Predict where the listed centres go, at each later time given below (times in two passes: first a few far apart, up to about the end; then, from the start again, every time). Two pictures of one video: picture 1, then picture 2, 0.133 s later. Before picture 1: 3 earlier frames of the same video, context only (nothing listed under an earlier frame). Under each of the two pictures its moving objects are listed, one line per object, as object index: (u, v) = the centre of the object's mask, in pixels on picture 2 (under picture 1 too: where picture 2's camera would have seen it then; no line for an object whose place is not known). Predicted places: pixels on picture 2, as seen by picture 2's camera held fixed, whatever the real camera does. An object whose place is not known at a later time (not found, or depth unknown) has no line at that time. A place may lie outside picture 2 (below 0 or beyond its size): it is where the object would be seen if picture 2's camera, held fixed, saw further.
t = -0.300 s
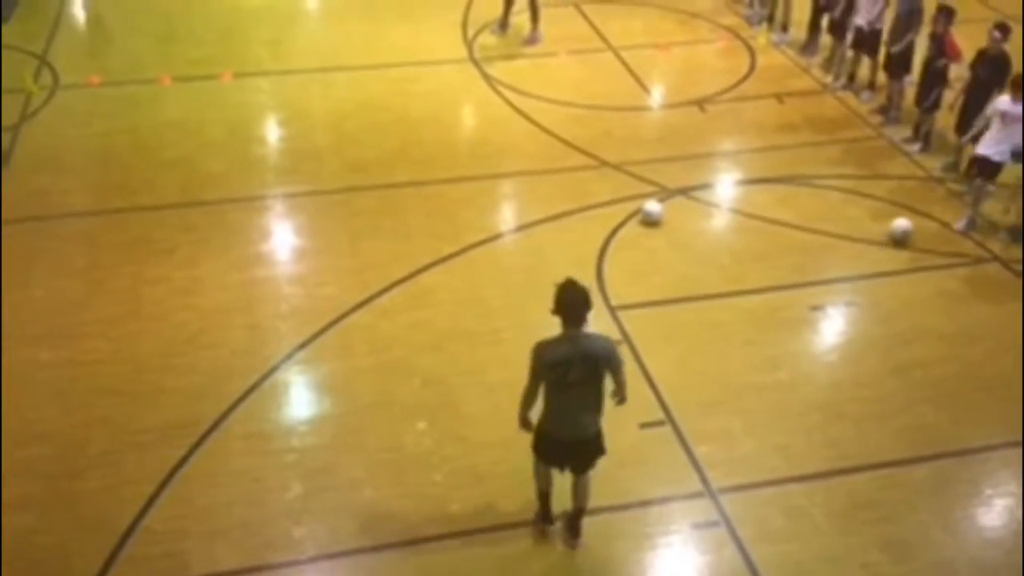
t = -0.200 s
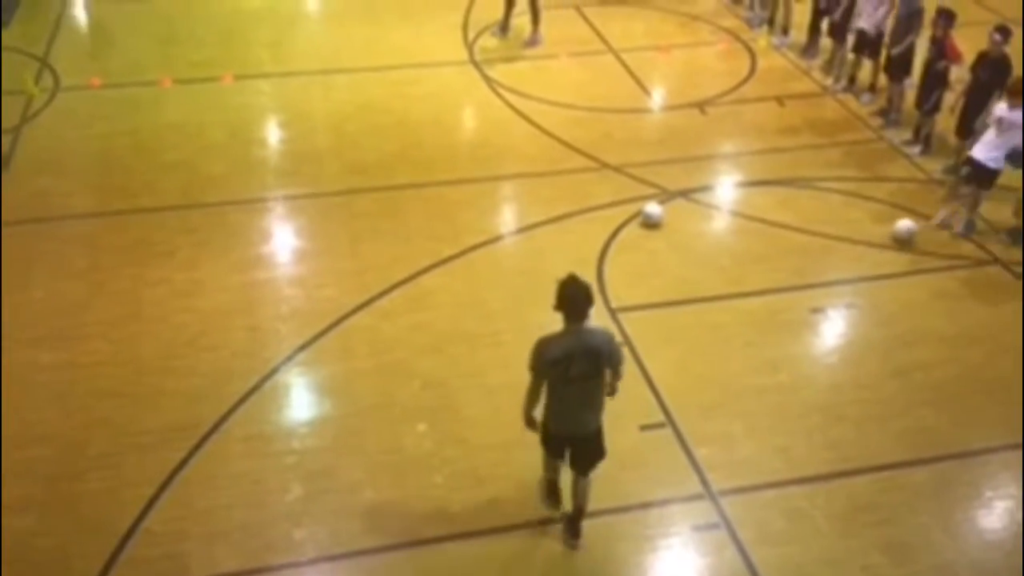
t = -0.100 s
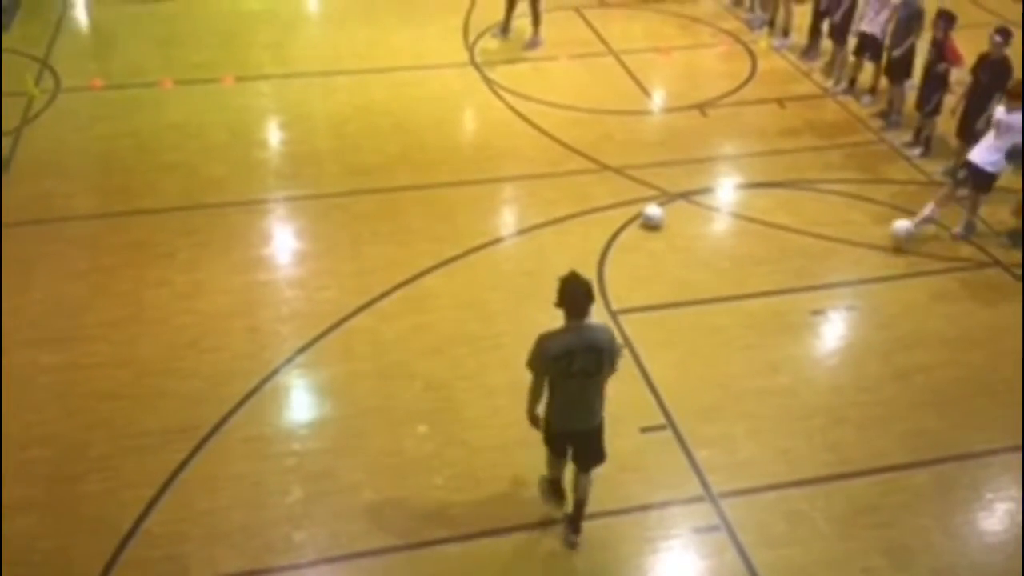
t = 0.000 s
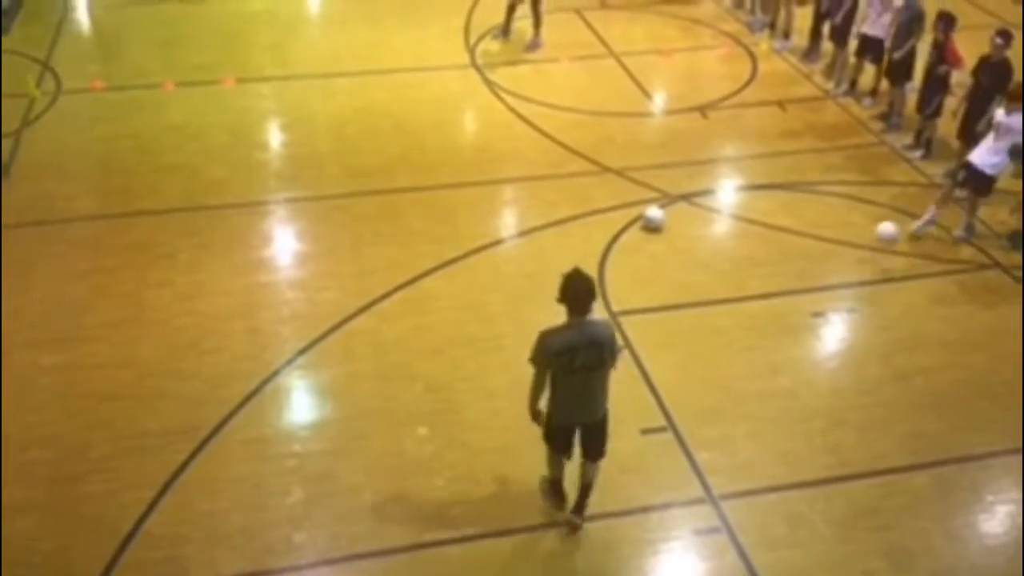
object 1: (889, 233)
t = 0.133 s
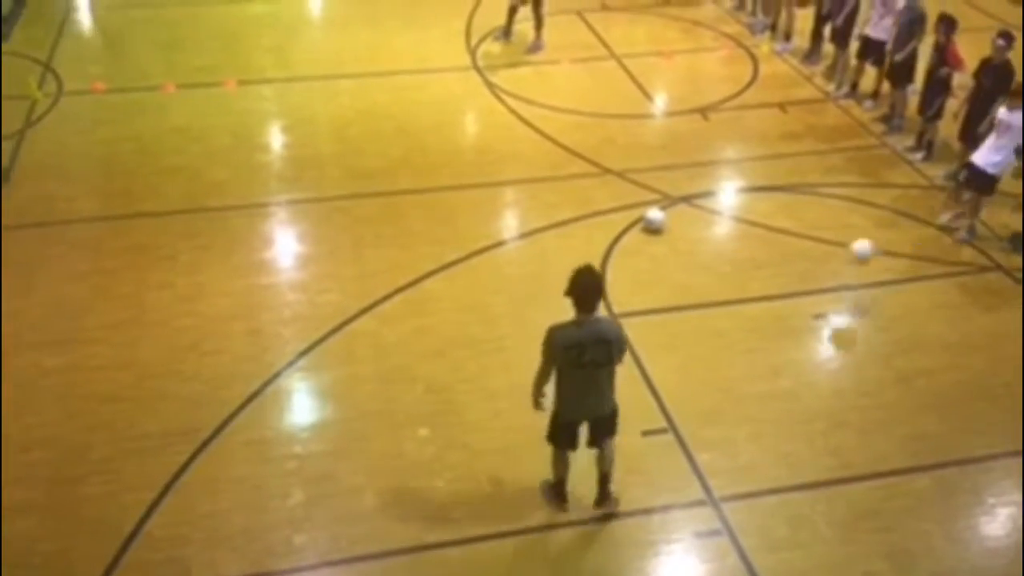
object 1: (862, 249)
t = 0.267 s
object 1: (830, 283)
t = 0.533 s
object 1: (775, 345)
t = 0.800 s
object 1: (728, 406)
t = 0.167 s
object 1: (855, 256)
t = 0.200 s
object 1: (845, 264)
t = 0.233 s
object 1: (838, 273)
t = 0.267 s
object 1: (830, 283)
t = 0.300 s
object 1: (820, 295)
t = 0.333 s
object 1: (810, 307)
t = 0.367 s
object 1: (802, 320)
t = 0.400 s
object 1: (792, 341)
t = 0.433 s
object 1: (786, 347)
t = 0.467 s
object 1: (783, 343)
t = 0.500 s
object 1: (779, 343)
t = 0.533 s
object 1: (775, 345)
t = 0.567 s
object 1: (770, 348)
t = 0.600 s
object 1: (764, 353)
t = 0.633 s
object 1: (759, 358)
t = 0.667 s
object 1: (753, 366)
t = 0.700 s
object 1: (747, 373)
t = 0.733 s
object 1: (742, 382)
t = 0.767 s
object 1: (735, 393)
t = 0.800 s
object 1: (728, 406)
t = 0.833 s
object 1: (721, 412)
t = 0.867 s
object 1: (718, 412)
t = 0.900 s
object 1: (713, 415)
